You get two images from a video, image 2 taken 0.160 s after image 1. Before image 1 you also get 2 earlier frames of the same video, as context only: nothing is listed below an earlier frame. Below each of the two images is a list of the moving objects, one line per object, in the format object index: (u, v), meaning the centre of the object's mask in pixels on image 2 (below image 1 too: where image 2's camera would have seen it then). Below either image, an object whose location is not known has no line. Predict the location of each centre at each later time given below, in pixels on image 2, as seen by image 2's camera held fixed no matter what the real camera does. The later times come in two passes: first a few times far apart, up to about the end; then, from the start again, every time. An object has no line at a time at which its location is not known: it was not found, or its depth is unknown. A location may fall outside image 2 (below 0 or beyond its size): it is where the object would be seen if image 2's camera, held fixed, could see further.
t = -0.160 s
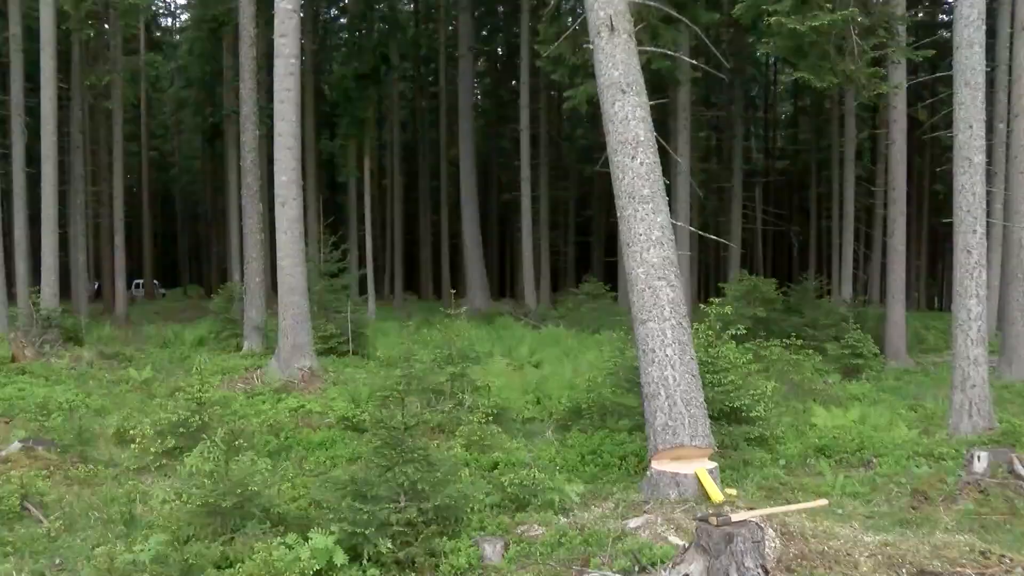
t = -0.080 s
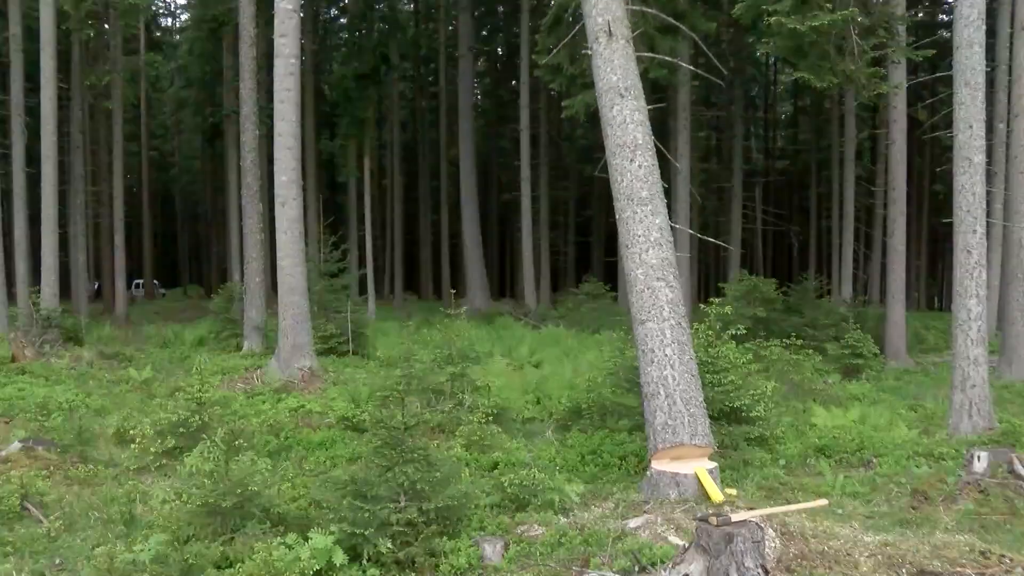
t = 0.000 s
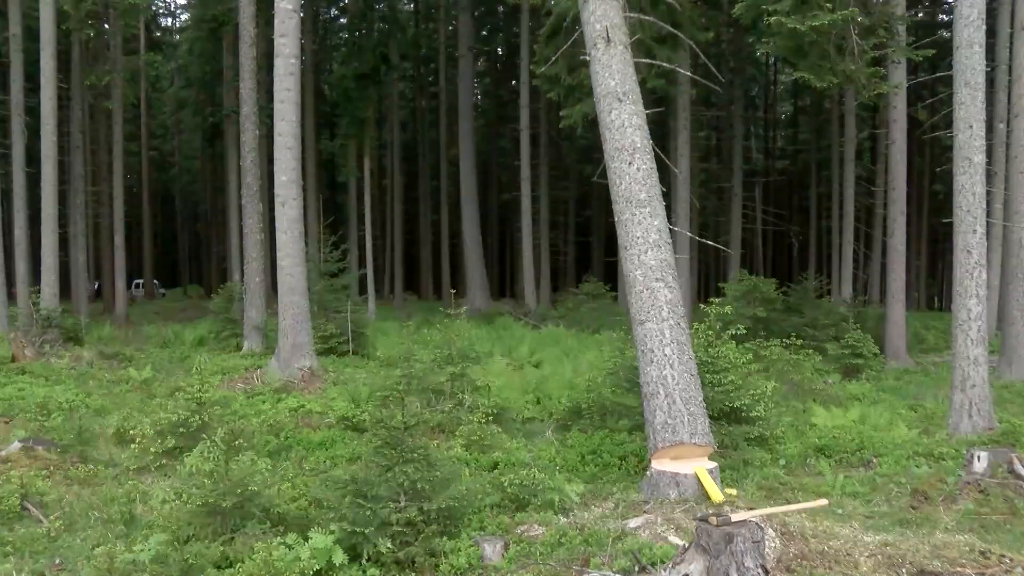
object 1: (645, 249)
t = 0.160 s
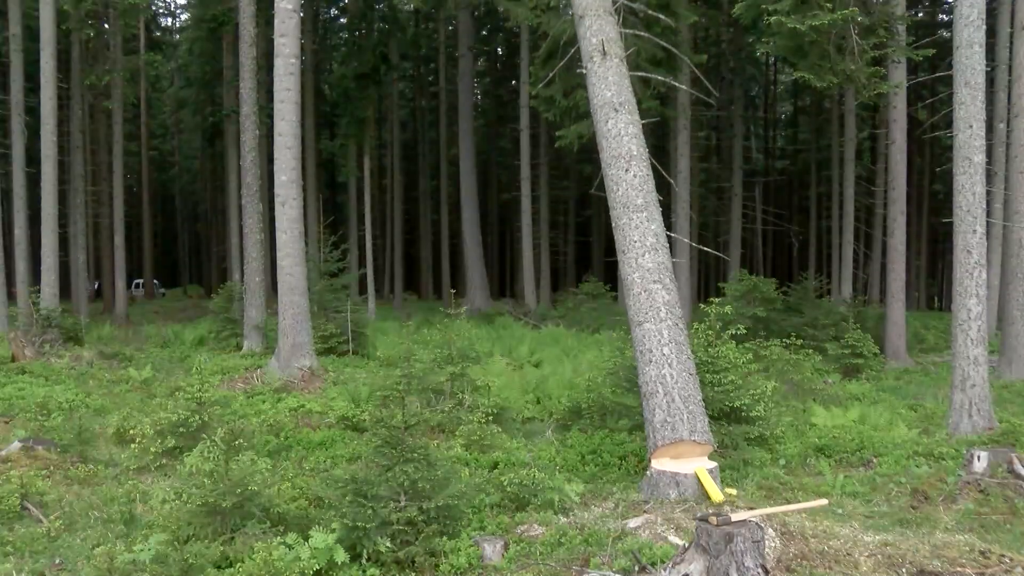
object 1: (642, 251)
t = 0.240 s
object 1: (640, 252)
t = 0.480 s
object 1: (635, 256)
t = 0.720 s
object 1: (628, 260)
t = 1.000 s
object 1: (616, 268)
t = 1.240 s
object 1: (604, 281)
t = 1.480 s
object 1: (586, 304)
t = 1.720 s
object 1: (565, 343)
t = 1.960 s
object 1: (563, 386)
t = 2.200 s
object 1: (570, 428)
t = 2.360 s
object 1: (554, 430)
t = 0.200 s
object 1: (641, 251)
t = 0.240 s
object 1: (640, 252)
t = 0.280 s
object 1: (639, 252)
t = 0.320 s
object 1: (638, 252)
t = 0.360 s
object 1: (638, 253)
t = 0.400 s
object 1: (637, 254)
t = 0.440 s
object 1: (636, 255)
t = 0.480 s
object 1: (635, 256)
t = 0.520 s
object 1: (634, 256)
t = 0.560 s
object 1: (632, 257)
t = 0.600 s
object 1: (631, 258)
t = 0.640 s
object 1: (630, 259)
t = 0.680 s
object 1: (629, 259)
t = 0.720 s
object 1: (628, 260)
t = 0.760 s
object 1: (626, 261)
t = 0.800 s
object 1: (625, 262)
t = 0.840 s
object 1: (624, 263)
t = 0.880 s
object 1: (622, 264)
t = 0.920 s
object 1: (620, 265)
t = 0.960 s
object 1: (618, 267)
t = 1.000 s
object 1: (616, 268)
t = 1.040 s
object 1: (614, 270)
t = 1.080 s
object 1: (613, 272)
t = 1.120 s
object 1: (610, 274)
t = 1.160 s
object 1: (608, 276)
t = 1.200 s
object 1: (606, 278)
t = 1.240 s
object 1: (604, 281)
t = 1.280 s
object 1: (602, 283)
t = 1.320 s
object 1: (599, 286)
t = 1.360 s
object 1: (596, 290)
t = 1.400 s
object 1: (593, 294)
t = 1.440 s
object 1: (589, 298)
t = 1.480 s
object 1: (586, 304)
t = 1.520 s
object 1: (583, 312)
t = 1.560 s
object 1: (579, 322)
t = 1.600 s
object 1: (570, 326)
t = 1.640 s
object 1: (566, 331)
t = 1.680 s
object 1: (566, 337)
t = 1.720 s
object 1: (565, 343)
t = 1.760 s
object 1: (565, 351)
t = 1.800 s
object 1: (565, 359)
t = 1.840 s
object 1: (565, 365)
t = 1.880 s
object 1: (565, 372)
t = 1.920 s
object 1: (563, 378)
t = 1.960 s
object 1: (563, 386)
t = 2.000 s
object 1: (561, 393)
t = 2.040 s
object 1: (562, 400)
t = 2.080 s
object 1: (563, 407)
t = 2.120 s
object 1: (564, 413)
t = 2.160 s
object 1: (569, 423)
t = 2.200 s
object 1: (570, 428)
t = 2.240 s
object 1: (571, 431)
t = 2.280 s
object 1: (569, 431)
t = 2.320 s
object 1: (563, 429)
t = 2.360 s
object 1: (554, 430)
